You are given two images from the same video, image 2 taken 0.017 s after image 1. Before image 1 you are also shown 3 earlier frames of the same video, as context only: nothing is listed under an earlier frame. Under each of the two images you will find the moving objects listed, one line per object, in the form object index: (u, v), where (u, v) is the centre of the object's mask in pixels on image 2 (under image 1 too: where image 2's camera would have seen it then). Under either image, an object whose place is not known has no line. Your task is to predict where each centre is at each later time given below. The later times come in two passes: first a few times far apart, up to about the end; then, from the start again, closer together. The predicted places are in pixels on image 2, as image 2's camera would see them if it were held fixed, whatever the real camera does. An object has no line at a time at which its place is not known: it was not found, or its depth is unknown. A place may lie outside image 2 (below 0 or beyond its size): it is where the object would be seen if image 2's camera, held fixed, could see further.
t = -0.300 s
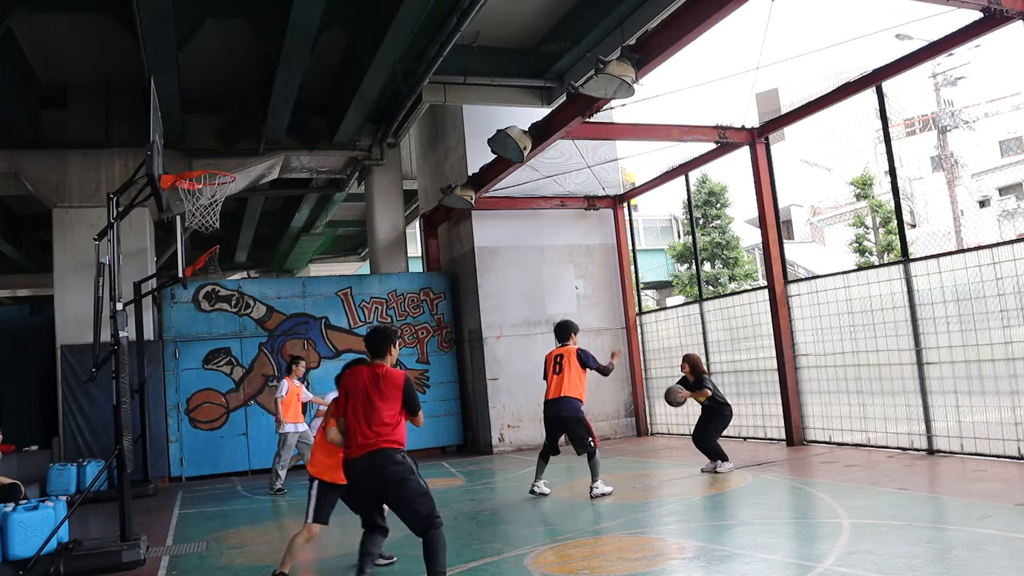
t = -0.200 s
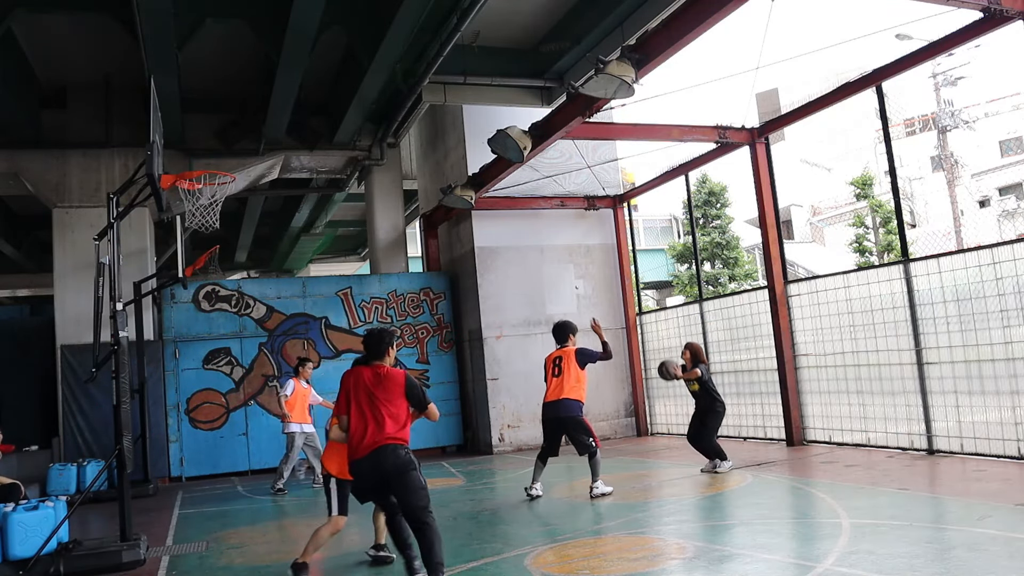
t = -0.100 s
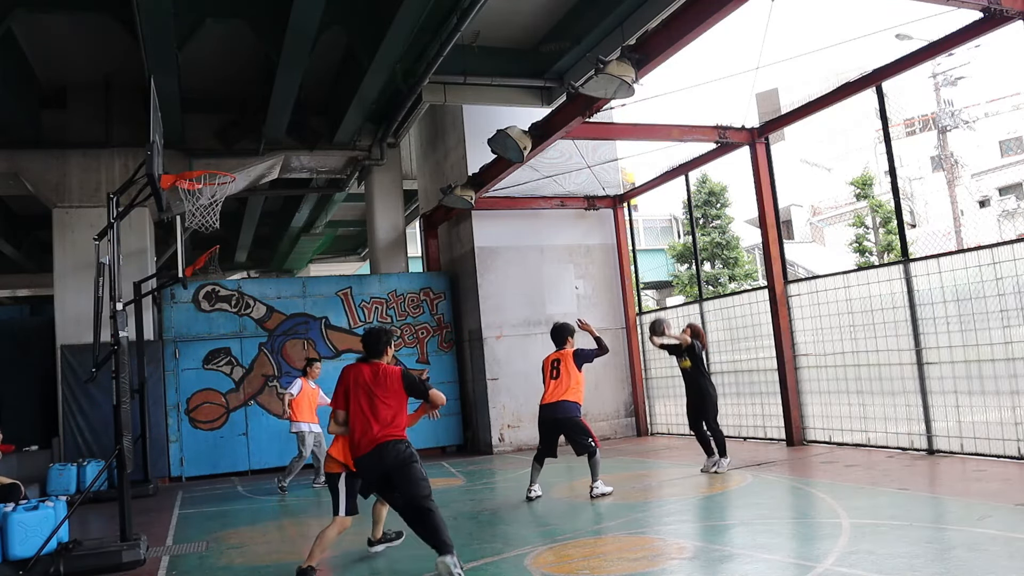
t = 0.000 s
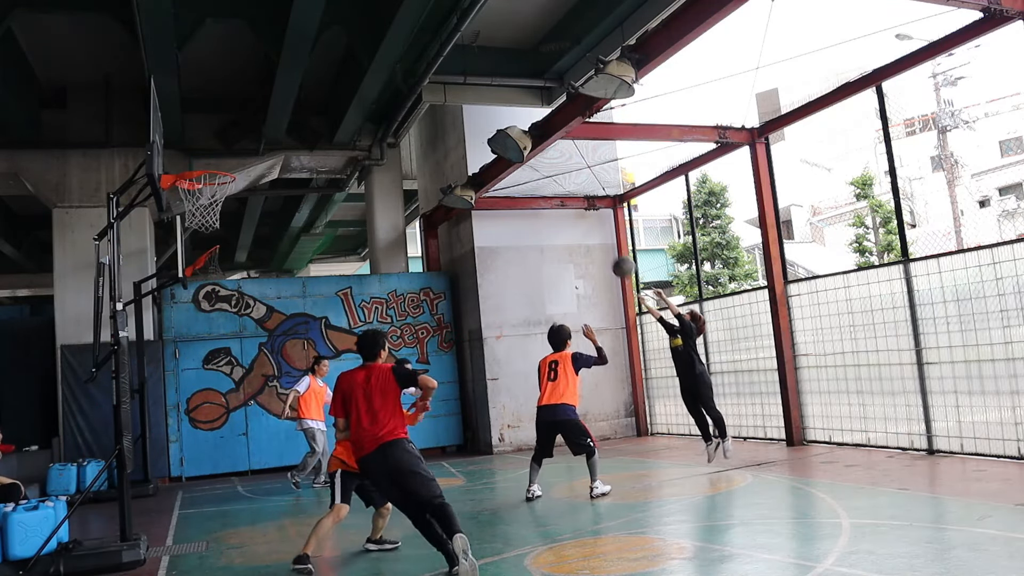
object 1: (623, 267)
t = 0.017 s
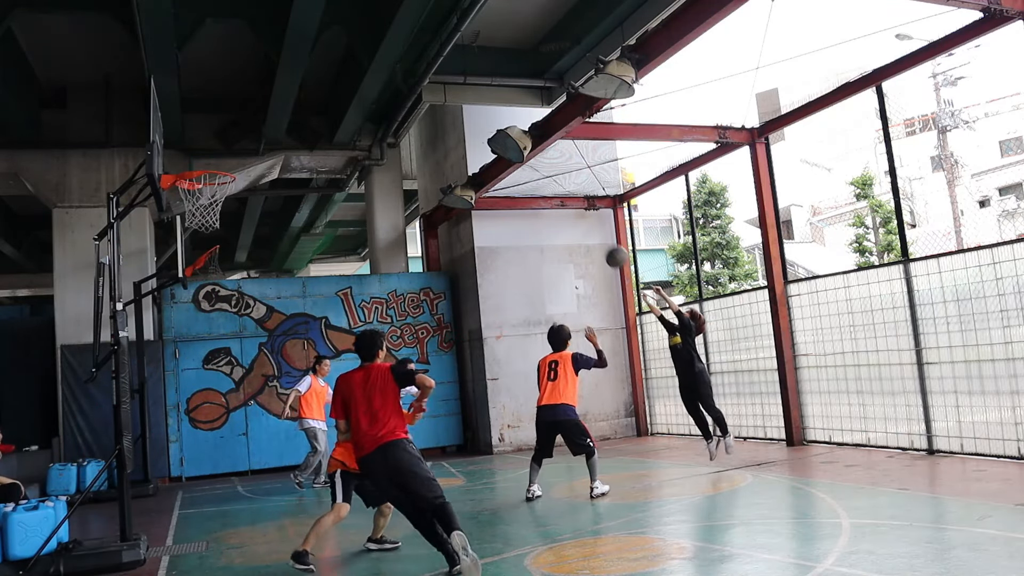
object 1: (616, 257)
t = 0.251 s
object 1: (526, 146)
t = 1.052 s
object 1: (200, 159)
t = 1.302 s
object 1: (190, 146)
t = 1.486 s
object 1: (187, 158)
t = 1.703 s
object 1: (216, 163)
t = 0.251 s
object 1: (526, 146)
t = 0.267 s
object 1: (520, 138)
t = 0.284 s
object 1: (512, 133)
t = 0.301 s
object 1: (505, 127)
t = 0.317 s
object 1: (498, 123)
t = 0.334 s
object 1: (492, 118)
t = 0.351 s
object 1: (485, 113)
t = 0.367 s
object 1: (478, 109)
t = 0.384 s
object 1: (472, 105)
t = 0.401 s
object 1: (465, 101)
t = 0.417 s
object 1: (459, 97)
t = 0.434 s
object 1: (452, 93)
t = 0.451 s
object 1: (446, 90)
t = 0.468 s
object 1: (439, 86)
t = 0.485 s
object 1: (433, 83)
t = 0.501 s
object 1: (427, 81)
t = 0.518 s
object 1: (420, 80)
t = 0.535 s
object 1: (413, 78)
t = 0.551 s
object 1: (407, 76)
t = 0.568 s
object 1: (401, 75)
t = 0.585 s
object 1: (395, 74)
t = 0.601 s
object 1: (389, 72)
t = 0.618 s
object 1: (381, 71)
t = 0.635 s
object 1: (374, 71)
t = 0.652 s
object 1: (366, 71)
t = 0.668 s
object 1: (360, 72)
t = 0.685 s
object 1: (353, 72)
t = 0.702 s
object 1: (346, 73)
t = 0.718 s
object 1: (339, 74)
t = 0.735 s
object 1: (332, 75)
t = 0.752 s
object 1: (326, 77)
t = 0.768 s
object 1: (319, 79)
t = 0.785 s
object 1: (314, 82)
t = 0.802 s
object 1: (307, 84)
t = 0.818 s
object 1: (300, 87)
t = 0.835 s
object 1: (294, 90)
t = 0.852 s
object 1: (287, 93)
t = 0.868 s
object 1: (280, 96)
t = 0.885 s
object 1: (271, 101)
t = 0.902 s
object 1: (264, 105)
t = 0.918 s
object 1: (257, 110)
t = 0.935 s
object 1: (250, 115)
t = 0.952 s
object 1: (242, 121)
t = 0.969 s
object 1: (235, 126)
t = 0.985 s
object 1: (228, 133)
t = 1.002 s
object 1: (221, 139)
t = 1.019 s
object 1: (214, 145)
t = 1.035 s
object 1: (207, 152)
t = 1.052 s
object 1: (200, 159)
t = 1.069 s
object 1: (192, 163)
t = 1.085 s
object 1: (191, 165)
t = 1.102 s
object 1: (200, 165)
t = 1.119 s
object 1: (210, 165)
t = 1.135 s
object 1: (220, 166)
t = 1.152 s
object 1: (222, 165)
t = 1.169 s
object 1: (217, 163)
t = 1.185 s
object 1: (214, 160)
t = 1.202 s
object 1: (210, 158)
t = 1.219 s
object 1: (206, 157)
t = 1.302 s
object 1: (190, 146)
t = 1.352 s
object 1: (180, 143)
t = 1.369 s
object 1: (178, 143)
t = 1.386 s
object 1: (175, 143)
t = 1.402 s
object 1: (177, 145)
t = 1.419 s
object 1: (178, 147)
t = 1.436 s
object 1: (180, 150)
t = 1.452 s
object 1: (183, 152)
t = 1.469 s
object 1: (184, 155)
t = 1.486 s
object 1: (187, 158)
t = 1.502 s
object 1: (189, 160)
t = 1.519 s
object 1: (192, 162)
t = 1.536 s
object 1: (194, 163)
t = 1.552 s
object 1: (196, 163)
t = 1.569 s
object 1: (197, 162)
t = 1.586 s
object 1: (199, 161)
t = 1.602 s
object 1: (201, 161)
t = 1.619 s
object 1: (203, 161)
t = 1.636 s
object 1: (205, 161)
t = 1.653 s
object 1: (208, 161)
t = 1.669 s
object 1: (210, 162)
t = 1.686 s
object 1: (214, 162)
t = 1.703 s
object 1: (216, 163)
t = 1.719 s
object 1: (218, 164)
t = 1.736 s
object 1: (220, 165)
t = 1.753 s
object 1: (223, 165)
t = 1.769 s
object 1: (225, 164)
